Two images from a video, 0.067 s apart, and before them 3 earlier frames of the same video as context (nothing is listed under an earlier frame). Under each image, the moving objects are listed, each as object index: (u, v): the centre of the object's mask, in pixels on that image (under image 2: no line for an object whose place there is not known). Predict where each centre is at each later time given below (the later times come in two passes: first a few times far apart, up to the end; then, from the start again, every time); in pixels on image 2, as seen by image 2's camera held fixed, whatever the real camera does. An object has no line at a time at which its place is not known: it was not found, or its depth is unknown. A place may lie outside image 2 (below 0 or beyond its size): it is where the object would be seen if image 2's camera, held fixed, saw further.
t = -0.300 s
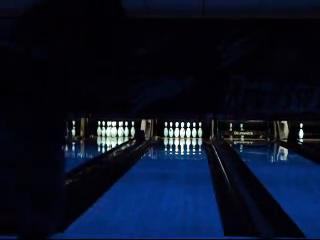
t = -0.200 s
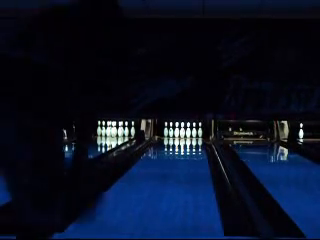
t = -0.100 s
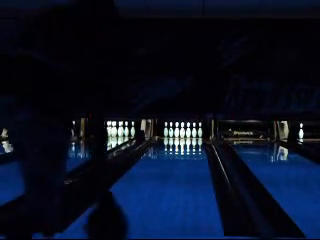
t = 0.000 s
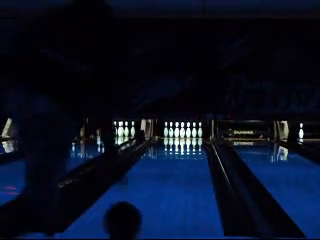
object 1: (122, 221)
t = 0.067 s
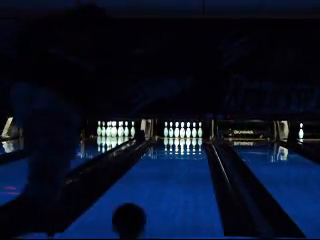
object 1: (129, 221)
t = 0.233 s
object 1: (140, 201)
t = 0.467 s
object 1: (151, 182)
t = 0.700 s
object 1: (157, 170)
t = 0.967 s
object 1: (162, 160)
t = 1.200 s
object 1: (165, 153)
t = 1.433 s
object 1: (167, 147)
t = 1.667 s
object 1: (170, 143)
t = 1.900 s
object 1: (171, 139)
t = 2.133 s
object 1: (172, 137)
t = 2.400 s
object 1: (174, 135)
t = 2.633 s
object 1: (174, 133)
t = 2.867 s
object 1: (175, 133)
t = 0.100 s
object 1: (131, 218)
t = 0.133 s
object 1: (134, 213)
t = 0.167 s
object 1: (136, 209)
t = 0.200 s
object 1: (138, 205)
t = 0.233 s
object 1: (140, 201)
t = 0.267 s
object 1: (142, 197)
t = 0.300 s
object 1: (144, 194)
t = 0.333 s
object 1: (145, 192)
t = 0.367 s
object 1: (147, 189)
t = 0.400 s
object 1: (148, 187)
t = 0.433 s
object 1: (149, 184)
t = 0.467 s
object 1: (151, 182)
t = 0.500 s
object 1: (152, 180)
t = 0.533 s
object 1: (153, 177)
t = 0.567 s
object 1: (154, 175)
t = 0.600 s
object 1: (155, 175)
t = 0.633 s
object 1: (155, 172)
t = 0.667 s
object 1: (156, 171)
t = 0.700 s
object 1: (157, 170)
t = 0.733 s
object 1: (158, 168)
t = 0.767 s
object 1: (159, 167)
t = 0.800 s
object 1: (159, 166)
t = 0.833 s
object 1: (159, 164)
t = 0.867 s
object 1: (161, 162)
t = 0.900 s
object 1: (161, 161)
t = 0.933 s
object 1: (161, 161)
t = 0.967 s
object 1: (162, 160)
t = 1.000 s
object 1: (163, 158)
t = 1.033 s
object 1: (163, 157)
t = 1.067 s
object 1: (163, 157)
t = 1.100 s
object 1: (164, 155)
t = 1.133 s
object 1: (164, 154)
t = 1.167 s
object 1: (164, 153)
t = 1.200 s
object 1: (165, 153)
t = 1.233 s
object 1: (166, 151)
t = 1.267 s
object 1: (167, 150)
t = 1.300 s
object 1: (167, 150)
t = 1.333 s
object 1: (167, 149)
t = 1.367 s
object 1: (168, 148)
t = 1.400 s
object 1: (168, 148)
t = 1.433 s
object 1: (167, 147)
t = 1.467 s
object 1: (168, 146)
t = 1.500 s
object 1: (168, 146)
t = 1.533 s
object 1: (168, 146)
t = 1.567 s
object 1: (169, 145)
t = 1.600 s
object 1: (169, 144)
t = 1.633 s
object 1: (170, 144)
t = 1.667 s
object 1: (170, 143)
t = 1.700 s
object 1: (170, 143)
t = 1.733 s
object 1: (170, 143)
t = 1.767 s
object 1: (170, 142)
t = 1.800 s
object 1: (171, 142)
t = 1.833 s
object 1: (171, 141)
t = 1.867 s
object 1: (171, 140)
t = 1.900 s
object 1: (171, 139)
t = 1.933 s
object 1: (172, 139)
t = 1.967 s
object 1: (172, 139)
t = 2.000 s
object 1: (172, 138)
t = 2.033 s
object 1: (172, 138)
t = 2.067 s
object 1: (172, 137)
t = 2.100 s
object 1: (172, 137)
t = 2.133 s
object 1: (172, 137)
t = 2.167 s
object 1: (173, 136)
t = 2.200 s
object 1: (173, 136)
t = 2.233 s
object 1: (173, 136)
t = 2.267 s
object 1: (173, 136)
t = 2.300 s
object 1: (173, 135)
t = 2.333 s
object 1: (174, 135)
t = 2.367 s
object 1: (174, 135)
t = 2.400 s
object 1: (174, 135)
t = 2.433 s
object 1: (174, 135)
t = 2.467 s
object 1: (174, 134)
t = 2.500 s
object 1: (174, 134)
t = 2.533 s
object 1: (174, 134)
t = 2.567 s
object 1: (175, 133)
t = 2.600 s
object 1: (175, 133)
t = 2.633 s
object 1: (174, 133)
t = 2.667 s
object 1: (174, 133)
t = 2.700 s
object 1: (174, 133)
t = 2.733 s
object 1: (175, 132)
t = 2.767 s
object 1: (175, 132)
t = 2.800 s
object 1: (175, 132)
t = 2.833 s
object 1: (175, 132)
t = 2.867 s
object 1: (175, 133)
